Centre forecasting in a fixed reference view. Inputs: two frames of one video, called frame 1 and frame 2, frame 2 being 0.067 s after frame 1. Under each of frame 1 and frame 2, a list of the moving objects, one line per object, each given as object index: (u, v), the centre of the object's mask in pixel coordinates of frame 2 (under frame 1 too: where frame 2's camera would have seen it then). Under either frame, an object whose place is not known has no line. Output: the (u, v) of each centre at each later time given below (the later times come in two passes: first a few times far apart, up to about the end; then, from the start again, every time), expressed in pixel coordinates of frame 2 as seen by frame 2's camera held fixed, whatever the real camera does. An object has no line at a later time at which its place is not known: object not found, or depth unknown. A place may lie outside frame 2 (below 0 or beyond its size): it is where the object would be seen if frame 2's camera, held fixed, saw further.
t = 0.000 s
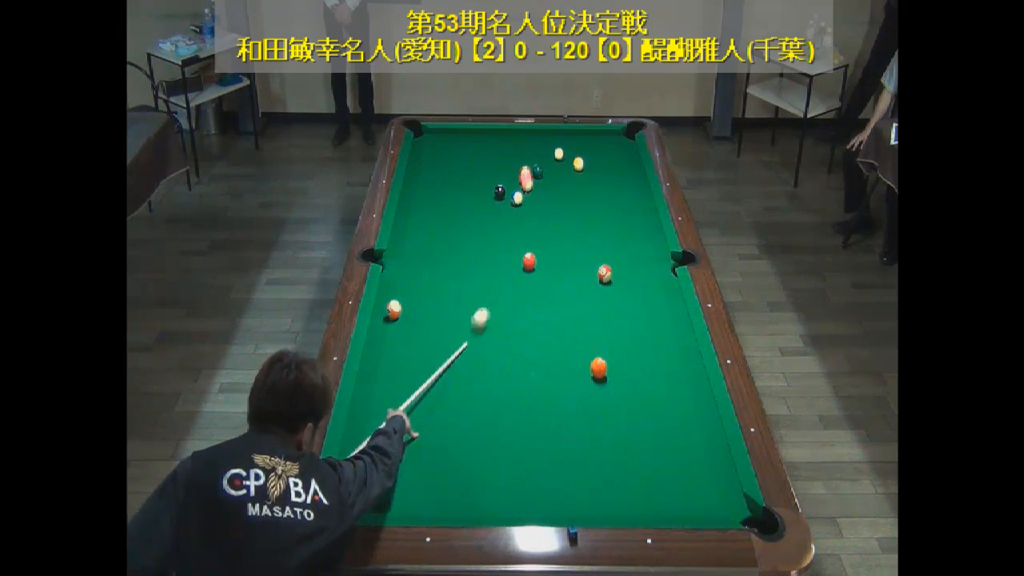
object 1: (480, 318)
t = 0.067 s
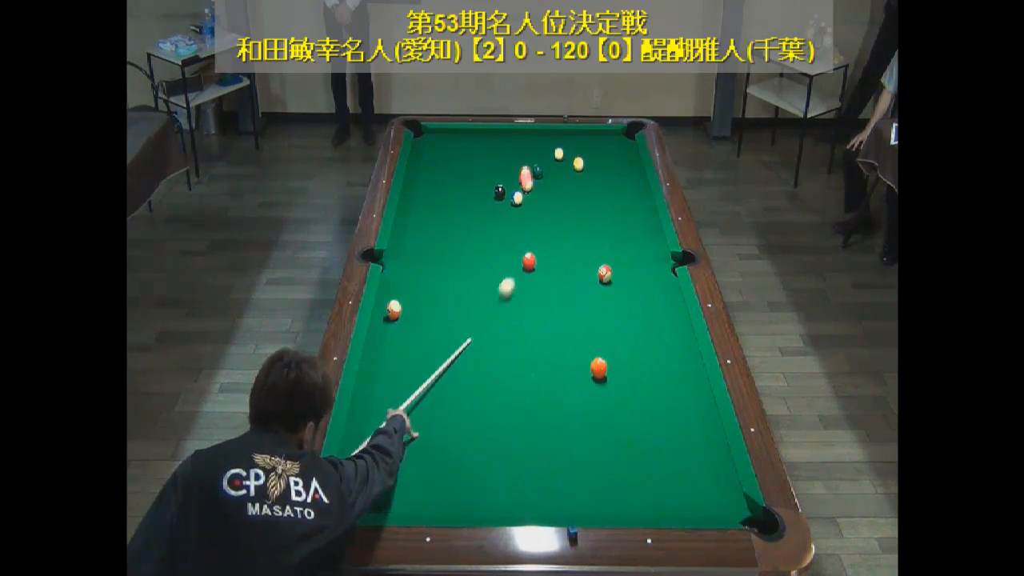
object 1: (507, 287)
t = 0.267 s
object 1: (522, 271)
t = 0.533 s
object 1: (513, 287)
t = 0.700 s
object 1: (506, 298)
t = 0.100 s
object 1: (518, 273)
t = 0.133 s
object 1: (523, 268)
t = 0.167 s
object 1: (524, 268)
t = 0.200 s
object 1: (524, 269)
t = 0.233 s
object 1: (523, 270)
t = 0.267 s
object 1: (522, 271)
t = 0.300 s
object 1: (521, 273)
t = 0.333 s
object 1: (520, 275)
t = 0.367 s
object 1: (519, 277)
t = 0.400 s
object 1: (517, 279)
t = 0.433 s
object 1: (516, 281)
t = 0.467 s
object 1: (515, 283)
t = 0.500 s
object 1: (514, 285)
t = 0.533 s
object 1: (513, 287)
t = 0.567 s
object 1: (511, 289)
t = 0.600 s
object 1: (510, 291)
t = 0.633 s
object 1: (509, 293)
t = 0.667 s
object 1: (508, 295)
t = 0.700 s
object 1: (506, 298)
